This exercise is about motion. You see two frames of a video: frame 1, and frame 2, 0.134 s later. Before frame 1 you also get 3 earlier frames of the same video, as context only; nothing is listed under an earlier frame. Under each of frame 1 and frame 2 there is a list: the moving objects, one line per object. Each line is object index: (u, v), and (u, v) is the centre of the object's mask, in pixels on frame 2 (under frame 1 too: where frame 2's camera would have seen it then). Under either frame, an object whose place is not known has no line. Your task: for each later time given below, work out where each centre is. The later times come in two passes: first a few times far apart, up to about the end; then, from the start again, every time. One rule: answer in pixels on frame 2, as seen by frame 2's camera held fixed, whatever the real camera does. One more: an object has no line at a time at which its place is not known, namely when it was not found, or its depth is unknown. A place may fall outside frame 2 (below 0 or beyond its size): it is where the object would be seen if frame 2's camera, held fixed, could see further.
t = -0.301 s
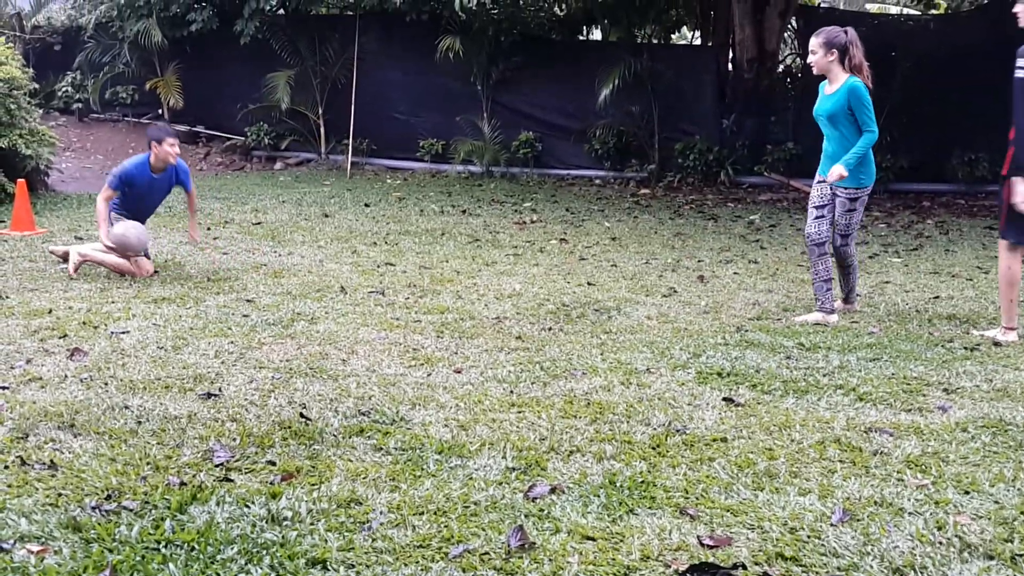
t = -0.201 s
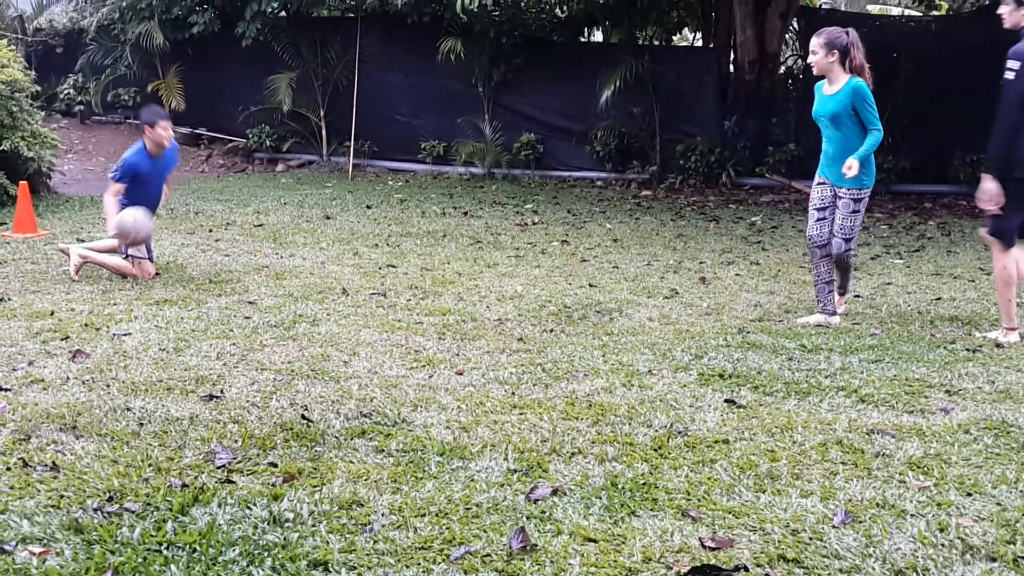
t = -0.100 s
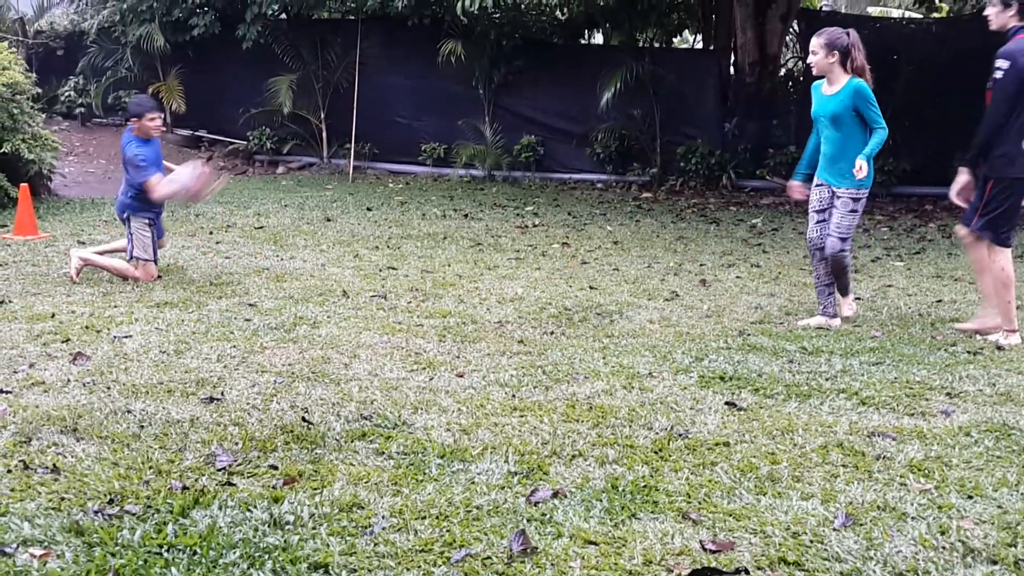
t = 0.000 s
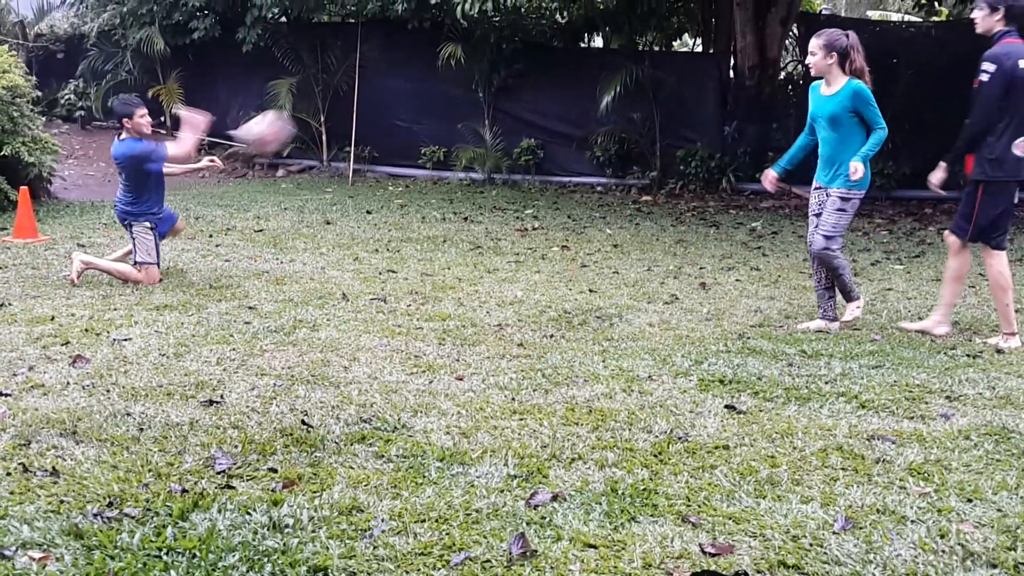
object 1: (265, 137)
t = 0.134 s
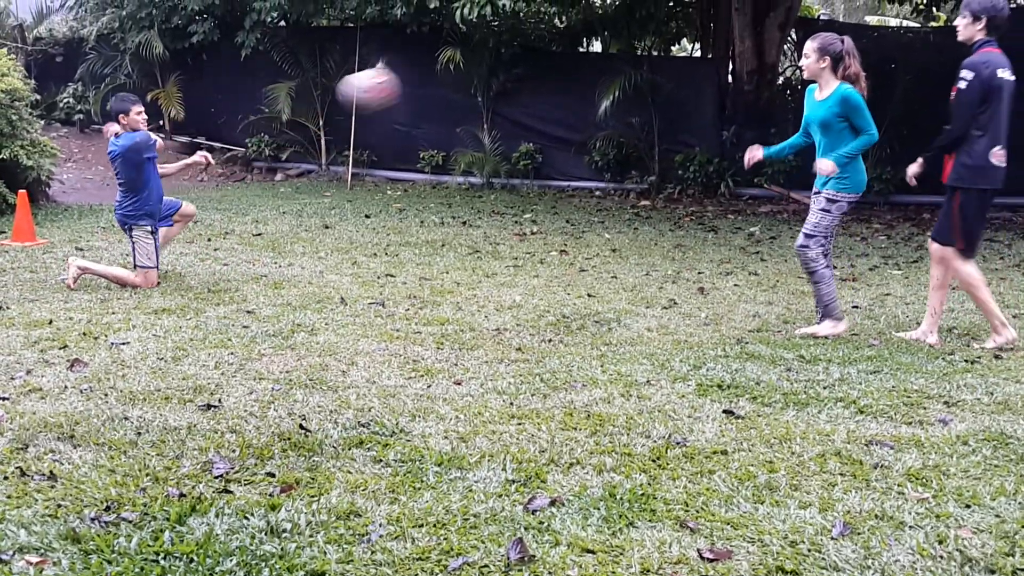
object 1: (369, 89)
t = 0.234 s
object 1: (451, 73)
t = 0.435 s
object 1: (622, 92)
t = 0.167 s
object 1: (396, 81)
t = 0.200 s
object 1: (423, 77)
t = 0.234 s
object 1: (451, 73)
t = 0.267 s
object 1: (481, 70)
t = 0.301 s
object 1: (507, 70)
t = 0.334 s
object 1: (536, 71)
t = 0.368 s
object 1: (565, 76)
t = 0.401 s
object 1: (592, 81)
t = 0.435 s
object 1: (622, 92)
